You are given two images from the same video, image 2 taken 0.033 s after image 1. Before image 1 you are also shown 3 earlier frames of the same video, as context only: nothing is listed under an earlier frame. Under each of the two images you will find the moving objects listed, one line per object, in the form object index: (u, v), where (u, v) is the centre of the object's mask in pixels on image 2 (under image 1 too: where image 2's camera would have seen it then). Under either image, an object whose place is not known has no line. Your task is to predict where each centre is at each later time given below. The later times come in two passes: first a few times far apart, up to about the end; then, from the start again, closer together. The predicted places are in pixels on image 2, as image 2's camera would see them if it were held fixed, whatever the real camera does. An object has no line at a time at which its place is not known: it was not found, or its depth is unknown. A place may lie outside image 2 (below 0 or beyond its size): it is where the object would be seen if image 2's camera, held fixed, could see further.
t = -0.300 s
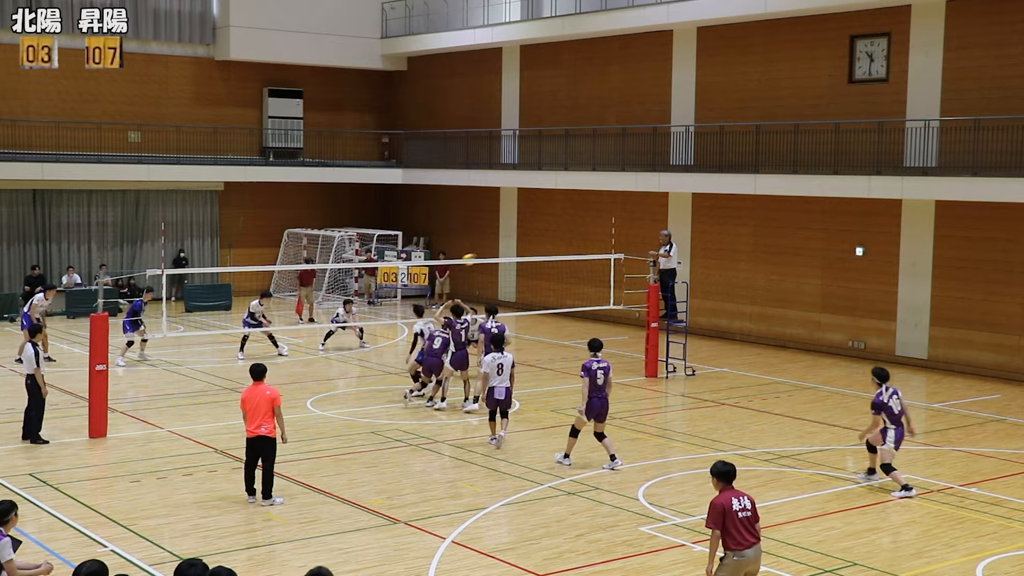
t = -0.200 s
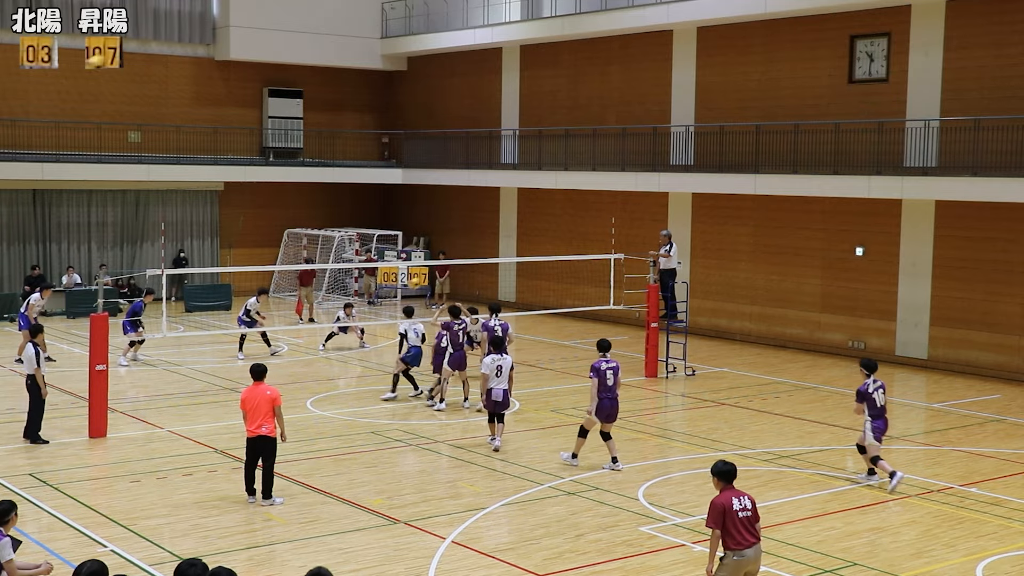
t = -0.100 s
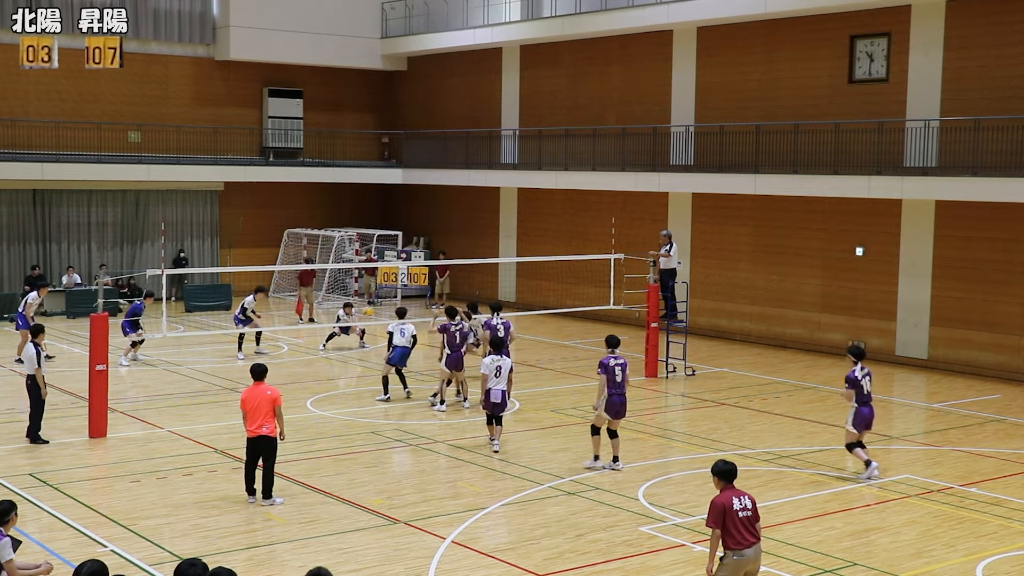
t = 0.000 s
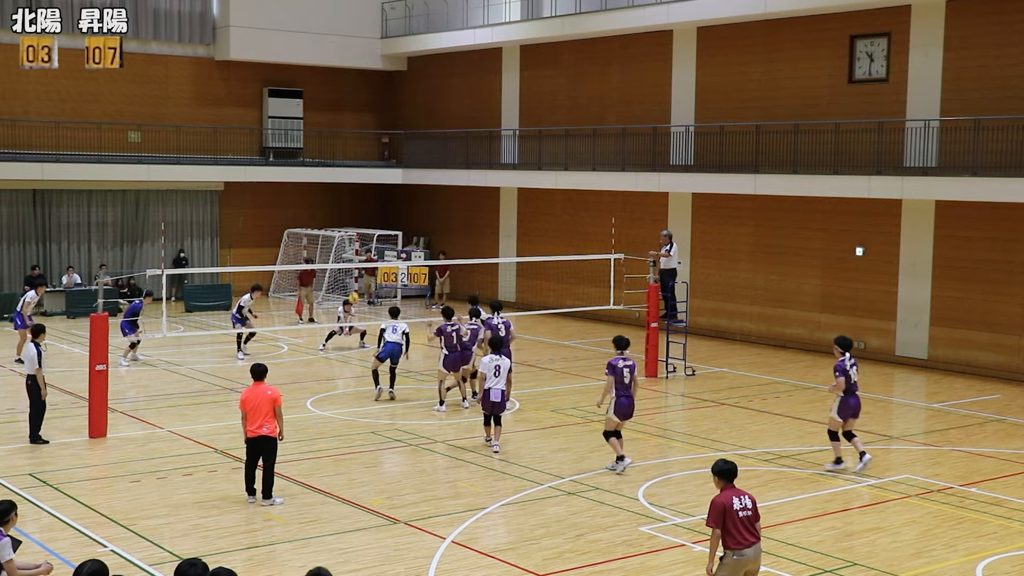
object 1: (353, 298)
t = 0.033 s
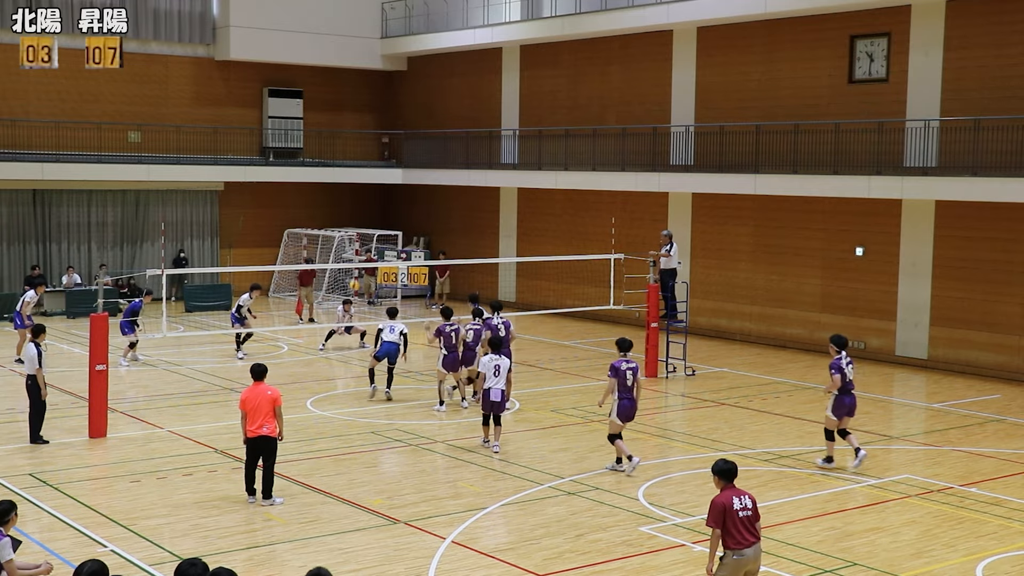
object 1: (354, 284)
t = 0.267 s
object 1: (359, 206)
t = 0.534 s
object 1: (364, 142)
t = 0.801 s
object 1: (368, 109)
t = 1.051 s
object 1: (372, 108)
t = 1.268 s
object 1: (374, 133)
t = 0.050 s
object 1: (355, 278)
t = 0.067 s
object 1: (354, 273)
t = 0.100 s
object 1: (356, 259)
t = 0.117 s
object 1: (356, 255)
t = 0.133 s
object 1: (357, 249)
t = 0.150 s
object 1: (357, 243)
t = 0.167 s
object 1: (357, 237)
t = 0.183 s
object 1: (357, 232)
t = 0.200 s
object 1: (358, 226)
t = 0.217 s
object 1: (358, 221)
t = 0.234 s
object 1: (359, 216)
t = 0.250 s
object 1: (359, 211)
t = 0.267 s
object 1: (359, 206)
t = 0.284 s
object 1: (360, 201)
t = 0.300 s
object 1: (360, 196)
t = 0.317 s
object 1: (360, 192)
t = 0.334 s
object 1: (361, 188)
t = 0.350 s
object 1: (361, 184)
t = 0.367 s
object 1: (362, 179)
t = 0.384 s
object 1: (362, 174)
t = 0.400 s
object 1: (362, 170)
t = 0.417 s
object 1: (362, 166)
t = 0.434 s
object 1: (363, 163)
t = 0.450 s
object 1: (363, 159)
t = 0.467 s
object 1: (363, 155)
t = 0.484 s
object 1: (363, 152)
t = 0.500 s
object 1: (364, 148)
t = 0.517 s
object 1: (364, 145)
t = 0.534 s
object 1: (364, 142)
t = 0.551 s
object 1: (365, 139)
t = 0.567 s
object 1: (365, 136)
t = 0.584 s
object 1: (365, 133)
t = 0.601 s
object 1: (365, 131)
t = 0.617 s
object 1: (365, 128)
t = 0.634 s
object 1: (366, 126)
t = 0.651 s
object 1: (366, 124)
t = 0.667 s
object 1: (366, 121)
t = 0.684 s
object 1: (367, 119)
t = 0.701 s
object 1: (367, 117)
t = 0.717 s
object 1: (367, 115)
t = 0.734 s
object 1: (367, 114)
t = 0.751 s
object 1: (367, 113)
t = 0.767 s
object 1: (368, 111)
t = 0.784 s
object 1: (368, 110)
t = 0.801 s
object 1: (368, 109)
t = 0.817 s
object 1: (369, 108)
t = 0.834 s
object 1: (369, 107)
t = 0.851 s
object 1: (369, 106)
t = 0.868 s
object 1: (369, 106)
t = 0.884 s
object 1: (370, 105)
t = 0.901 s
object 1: (370, 105)
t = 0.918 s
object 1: (370, 105)
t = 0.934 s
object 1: (370, 105)
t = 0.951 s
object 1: (371, 104)
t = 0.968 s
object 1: (371, 105)
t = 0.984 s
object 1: (371, 105)
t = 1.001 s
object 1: (371, 106)
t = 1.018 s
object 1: (371, 106)
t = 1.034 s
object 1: (372, 107)
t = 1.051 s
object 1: (372, 108)
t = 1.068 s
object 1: (372, 109)
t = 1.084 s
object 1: (372, 110)
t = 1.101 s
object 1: (373, 111)
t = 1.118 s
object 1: (373, 113)
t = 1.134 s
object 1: (373, 115)
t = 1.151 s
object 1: (373, 116)
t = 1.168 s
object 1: (373, 118)
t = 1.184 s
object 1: (373, 120)
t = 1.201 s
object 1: (374, 123)
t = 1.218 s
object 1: (374, 125)
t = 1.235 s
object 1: (374, 127)
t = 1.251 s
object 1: (374, 130)
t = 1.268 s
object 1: (374, 133)
